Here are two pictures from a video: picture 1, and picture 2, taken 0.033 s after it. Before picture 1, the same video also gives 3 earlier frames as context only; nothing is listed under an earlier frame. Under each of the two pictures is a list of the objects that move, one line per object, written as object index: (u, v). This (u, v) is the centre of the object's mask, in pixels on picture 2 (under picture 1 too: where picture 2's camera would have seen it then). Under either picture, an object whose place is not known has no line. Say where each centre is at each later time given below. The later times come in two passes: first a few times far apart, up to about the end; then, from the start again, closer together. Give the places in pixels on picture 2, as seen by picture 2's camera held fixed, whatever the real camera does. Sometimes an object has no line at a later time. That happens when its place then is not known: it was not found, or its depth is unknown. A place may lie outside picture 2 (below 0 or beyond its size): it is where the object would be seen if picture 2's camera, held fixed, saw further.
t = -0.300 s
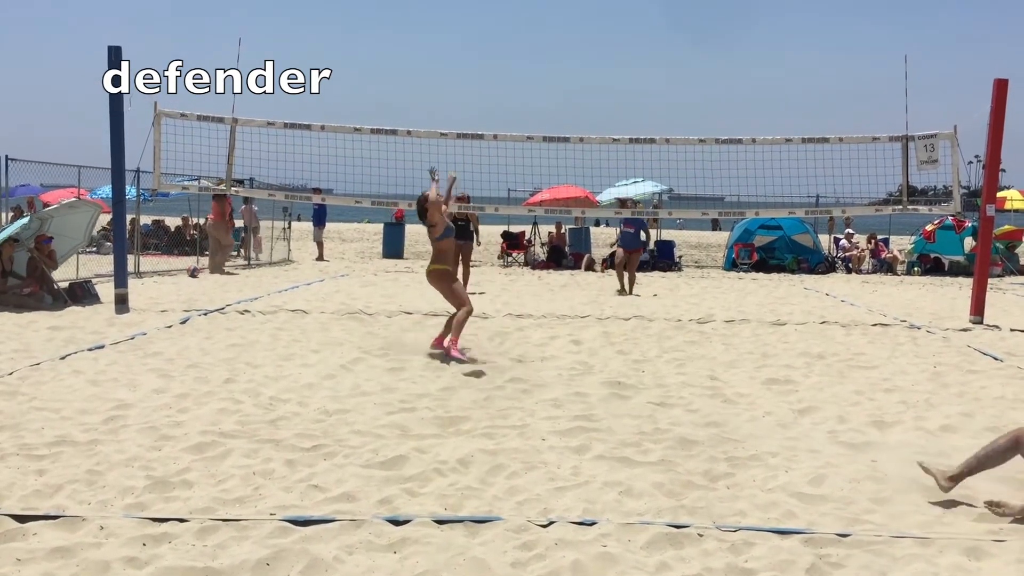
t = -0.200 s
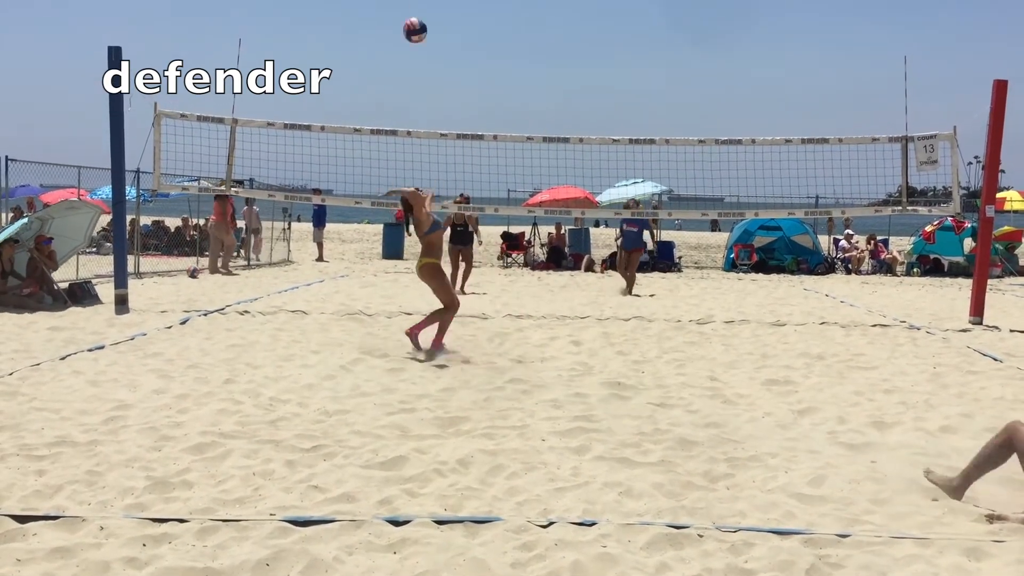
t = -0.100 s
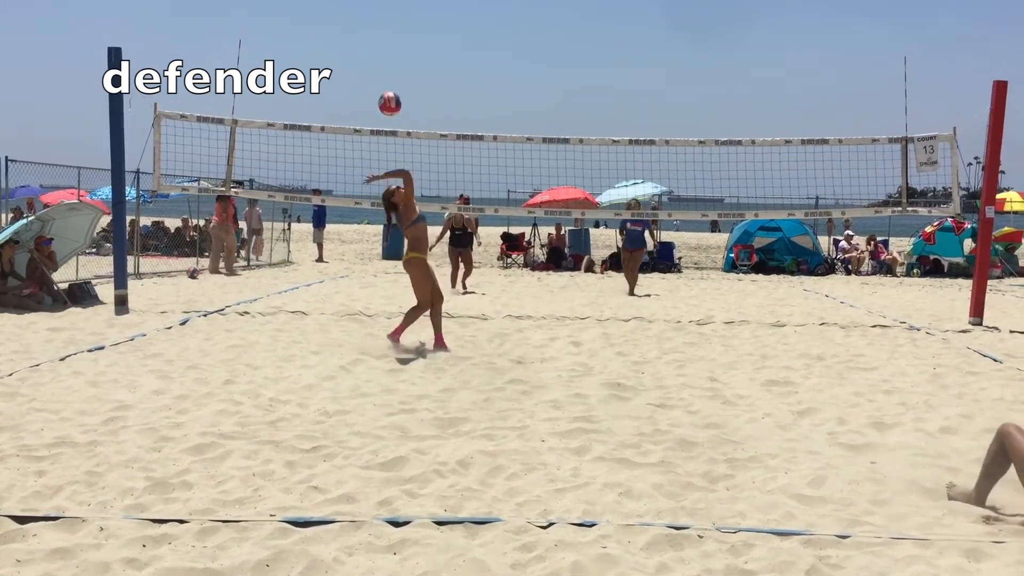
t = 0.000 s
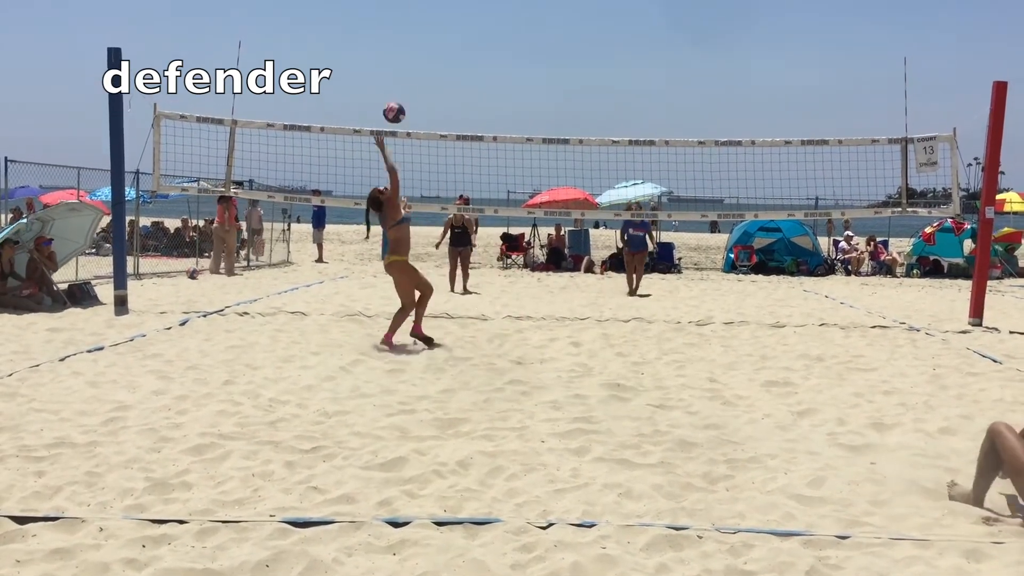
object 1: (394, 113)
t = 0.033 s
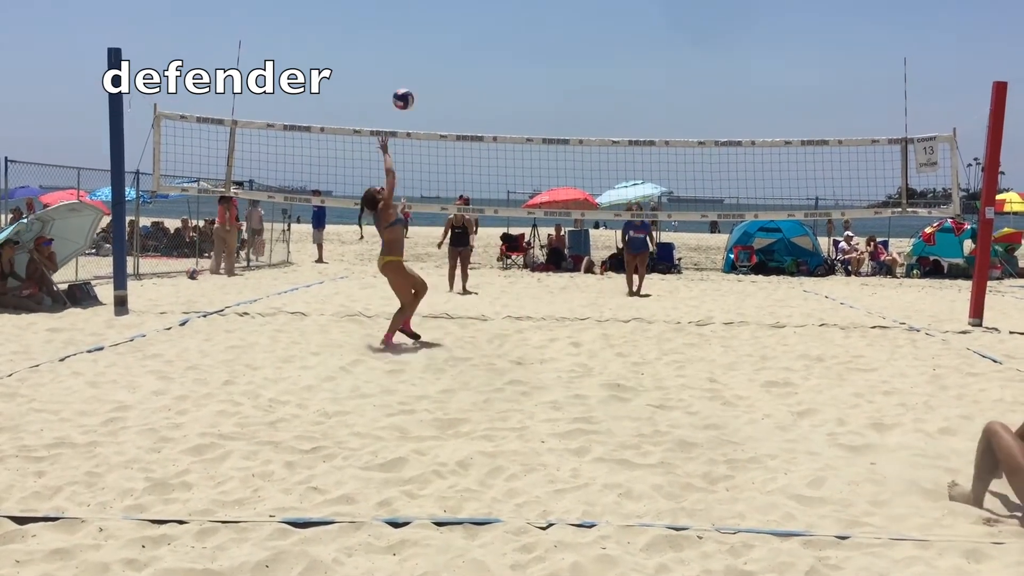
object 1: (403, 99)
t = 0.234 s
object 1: (446, 54)
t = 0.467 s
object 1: (477, 62)
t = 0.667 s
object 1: (495, 100)
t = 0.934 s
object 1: (509, 180)
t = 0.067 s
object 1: (411, 87)
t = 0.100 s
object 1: (419, 77)
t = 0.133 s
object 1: (426, 68)
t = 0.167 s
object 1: (433, 62)
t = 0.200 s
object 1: (440, 58)
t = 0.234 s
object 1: (446, 54)
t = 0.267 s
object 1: (451, 53)
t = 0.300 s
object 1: (456, 52)
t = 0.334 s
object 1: (461, 52)
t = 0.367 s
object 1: (466, 53)
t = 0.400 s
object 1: (470, 55)
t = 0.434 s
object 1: (474, 58)
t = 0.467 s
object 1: (477, 62)
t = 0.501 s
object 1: (481, 67)
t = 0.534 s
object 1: (484, 72)
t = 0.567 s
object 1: (487, 78)
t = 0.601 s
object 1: (490, 85)
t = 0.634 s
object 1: (492, 92)
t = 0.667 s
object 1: (495, 100)
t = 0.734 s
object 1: (499, 118)
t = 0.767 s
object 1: (501, 127)
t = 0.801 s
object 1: (503, 132)
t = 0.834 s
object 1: (505, 148)
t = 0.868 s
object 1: (506, 158)
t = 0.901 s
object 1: (507, 169)
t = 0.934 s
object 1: (509, 180)
